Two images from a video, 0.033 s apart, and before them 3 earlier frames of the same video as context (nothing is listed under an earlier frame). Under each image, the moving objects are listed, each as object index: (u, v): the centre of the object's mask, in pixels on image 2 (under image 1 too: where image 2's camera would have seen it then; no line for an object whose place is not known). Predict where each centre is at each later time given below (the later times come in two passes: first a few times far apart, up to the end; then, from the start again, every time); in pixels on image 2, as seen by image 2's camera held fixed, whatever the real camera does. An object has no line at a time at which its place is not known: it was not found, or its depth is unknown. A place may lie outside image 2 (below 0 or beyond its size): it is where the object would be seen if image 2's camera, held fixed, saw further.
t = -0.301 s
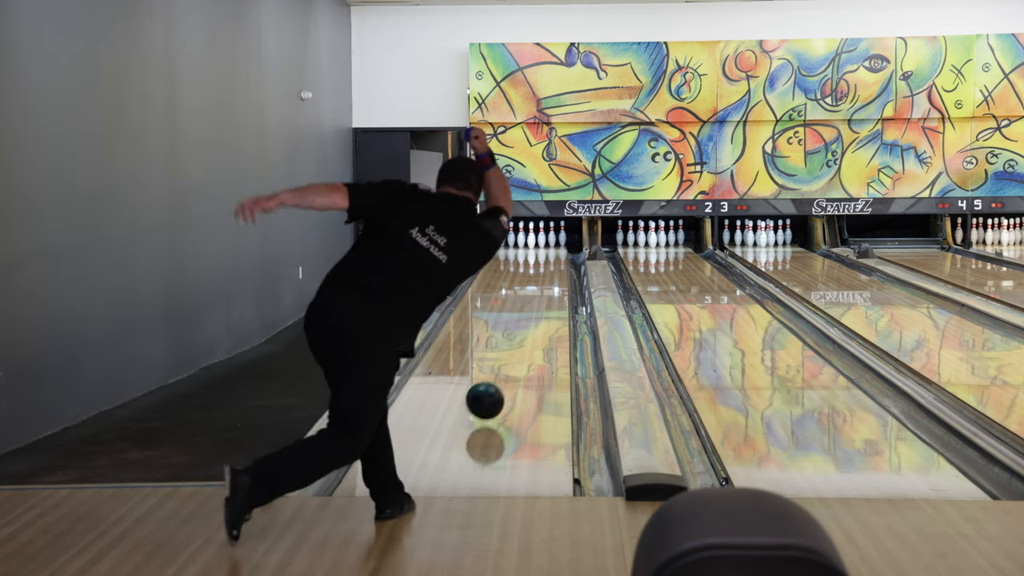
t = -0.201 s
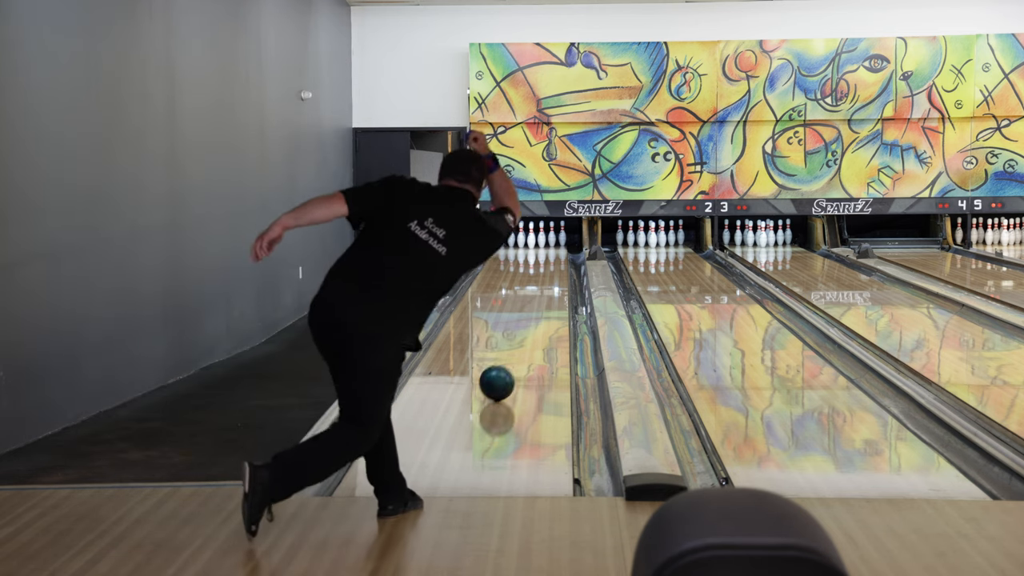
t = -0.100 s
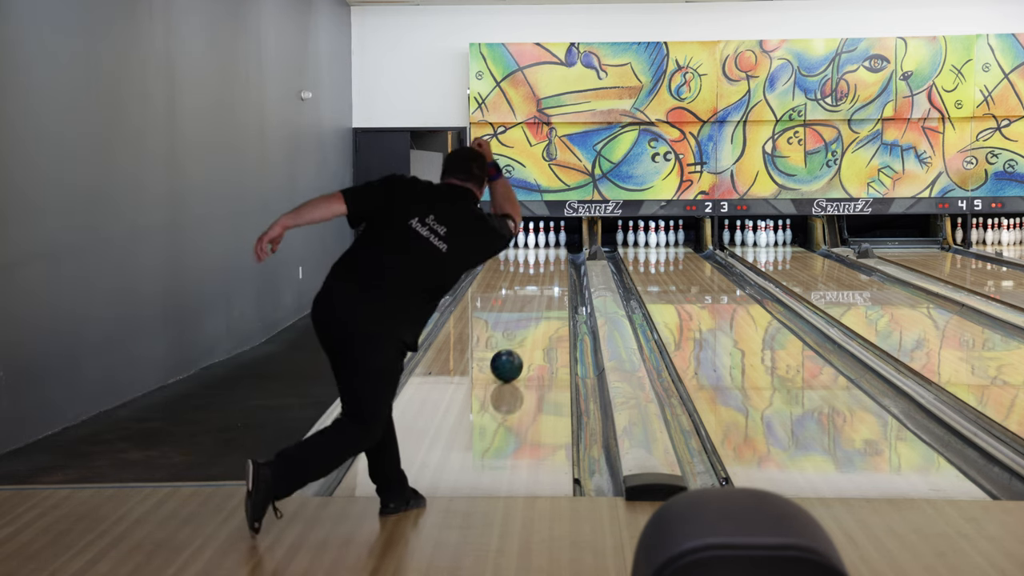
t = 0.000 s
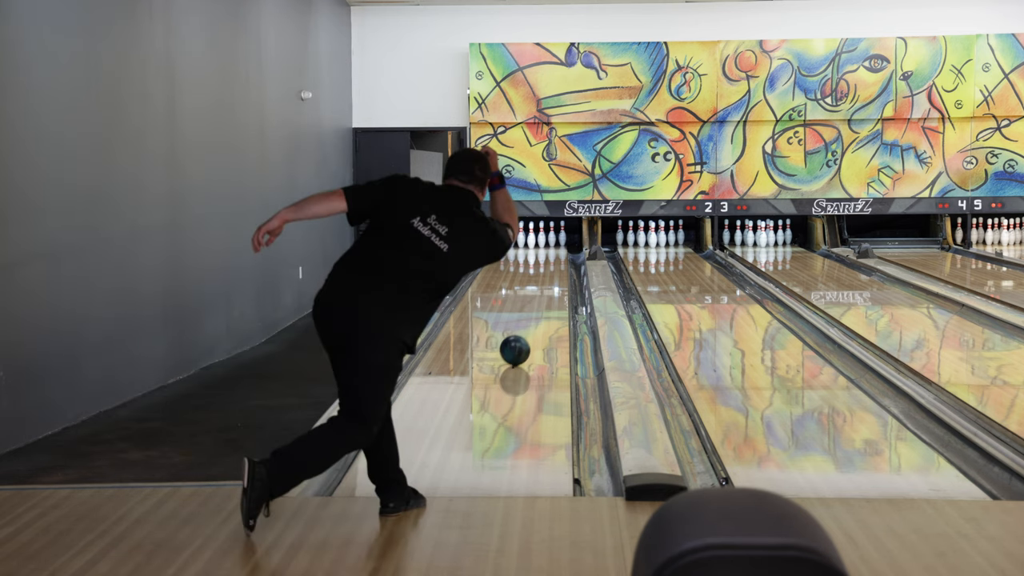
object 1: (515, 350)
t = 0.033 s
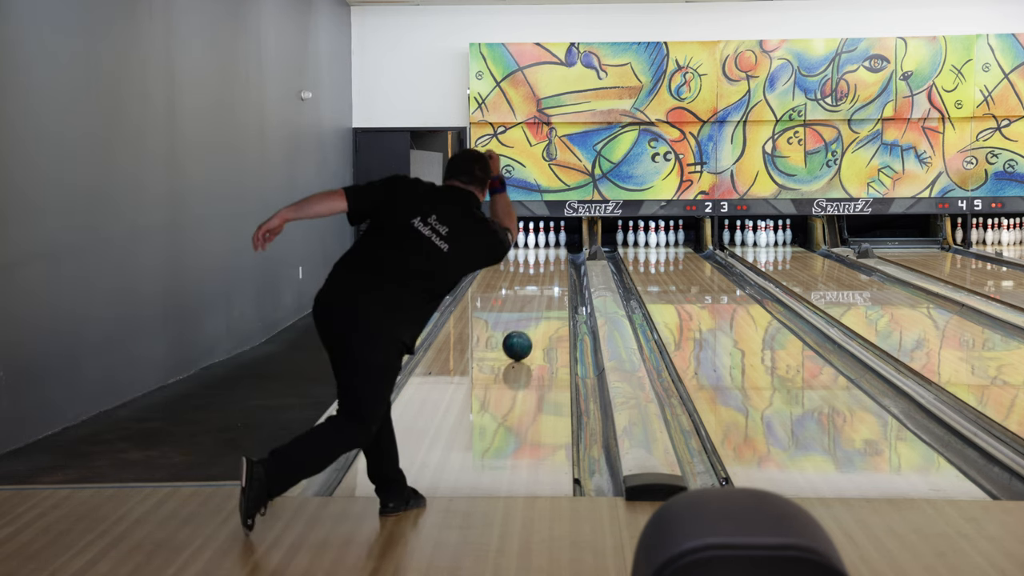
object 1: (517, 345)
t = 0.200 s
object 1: (528, 325)
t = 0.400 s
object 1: (537, 305)
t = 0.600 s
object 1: (544, 290)
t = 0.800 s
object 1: (549, 278)
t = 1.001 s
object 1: (553, 267)
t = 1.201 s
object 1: (553, 258)
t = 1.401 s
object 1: (549, 250)
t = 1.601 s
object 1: (542, 244)
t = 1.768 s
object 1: (540, 240)
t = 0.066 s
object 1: (519, 341)
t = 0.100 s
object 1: (522, 337)
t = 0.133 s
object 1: (524, 333)
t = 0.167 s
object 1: (526, 329)
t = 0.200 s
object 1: (528, 325)
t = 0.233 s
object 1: (529, 321)
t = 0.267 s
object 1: (531, 318)
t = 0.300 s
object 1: (533, 315)
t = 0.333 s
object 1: (534, 312)
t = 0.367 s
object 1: (536, 308)
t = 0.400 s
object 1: (537, 305)
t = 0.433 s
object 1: (538, 303)
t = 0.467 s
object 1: (540, 300)
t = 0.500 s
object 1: (541, 297)
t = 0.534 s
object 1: (542, 295)
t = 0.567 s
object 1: (543, 293)
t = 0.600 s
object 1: (544, 290)
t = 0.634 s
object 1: (545, 288)
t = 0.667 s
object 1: (546, 286)
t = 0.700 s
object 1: (547, 284)
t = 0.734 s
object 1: (548, 282)
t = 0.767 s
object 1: (549, 279)
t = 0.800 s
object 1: (549, 278)
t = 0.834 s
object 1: (550, 276)
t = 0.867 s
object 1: (551, 274)
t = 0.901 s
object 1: (551, 272)
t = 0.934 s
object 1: (552, 270)
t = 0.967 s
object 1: (552, 268)
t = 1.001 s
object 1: (553, 267)
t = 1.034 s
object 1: (553, 265)
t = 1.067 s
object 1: (553, 263)
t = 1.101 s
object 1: (553, 262)
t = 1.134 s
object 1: (553, 260)
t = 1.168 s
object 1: (553, 259)
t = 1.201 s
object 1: (553, 258)
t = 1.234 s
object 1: (553, 257)
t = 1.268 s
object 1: (552, 255)
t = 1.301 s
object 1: (552, 254)
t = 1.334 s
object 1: (551, 252)
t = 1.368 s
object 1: (550, 251)
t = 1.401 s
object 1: (549, 250)
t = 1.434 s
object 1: (548, 249)
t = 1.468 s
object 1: (547, 248)
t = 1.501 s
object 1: (546, 247)
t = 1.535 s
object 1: (545, 246)
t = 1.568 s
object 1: (544, 245)
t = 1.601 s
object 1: (542, 244)
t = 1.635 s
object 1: (541, 243)
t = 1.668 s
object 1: (539, 242)
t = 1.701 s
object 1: (539, 241)
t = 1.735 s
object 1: (539, 240)
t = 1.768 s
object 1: (540, 240)
